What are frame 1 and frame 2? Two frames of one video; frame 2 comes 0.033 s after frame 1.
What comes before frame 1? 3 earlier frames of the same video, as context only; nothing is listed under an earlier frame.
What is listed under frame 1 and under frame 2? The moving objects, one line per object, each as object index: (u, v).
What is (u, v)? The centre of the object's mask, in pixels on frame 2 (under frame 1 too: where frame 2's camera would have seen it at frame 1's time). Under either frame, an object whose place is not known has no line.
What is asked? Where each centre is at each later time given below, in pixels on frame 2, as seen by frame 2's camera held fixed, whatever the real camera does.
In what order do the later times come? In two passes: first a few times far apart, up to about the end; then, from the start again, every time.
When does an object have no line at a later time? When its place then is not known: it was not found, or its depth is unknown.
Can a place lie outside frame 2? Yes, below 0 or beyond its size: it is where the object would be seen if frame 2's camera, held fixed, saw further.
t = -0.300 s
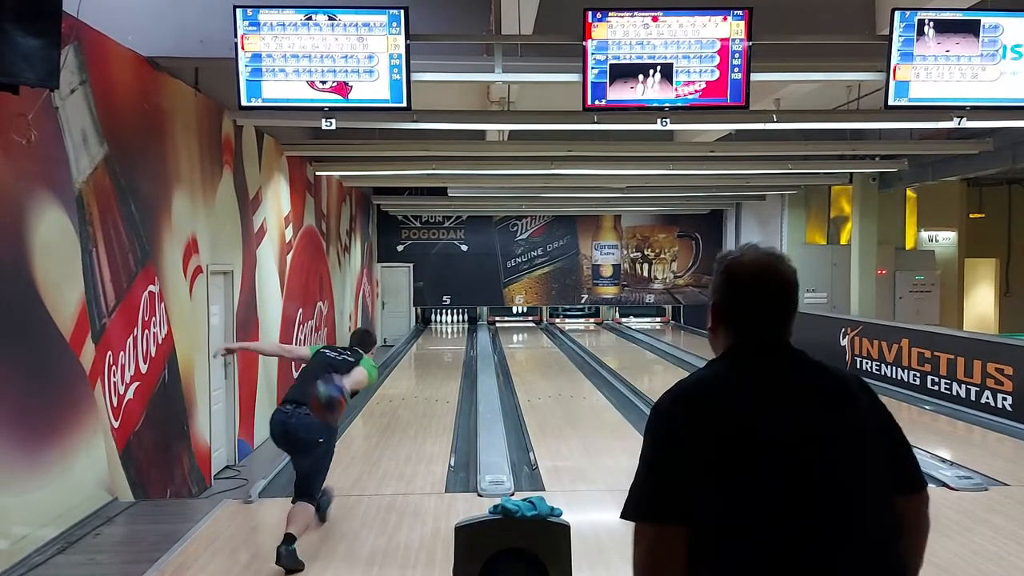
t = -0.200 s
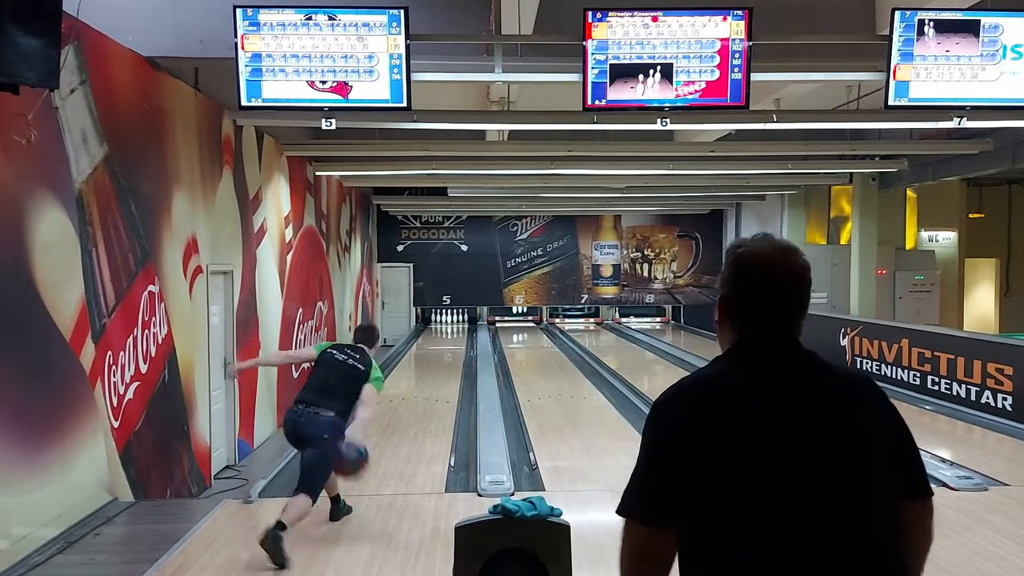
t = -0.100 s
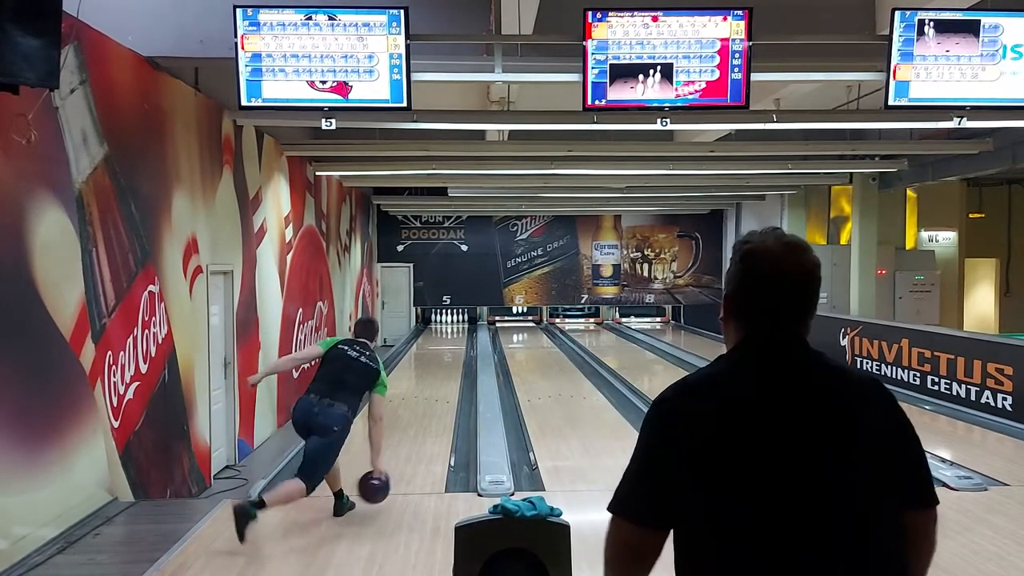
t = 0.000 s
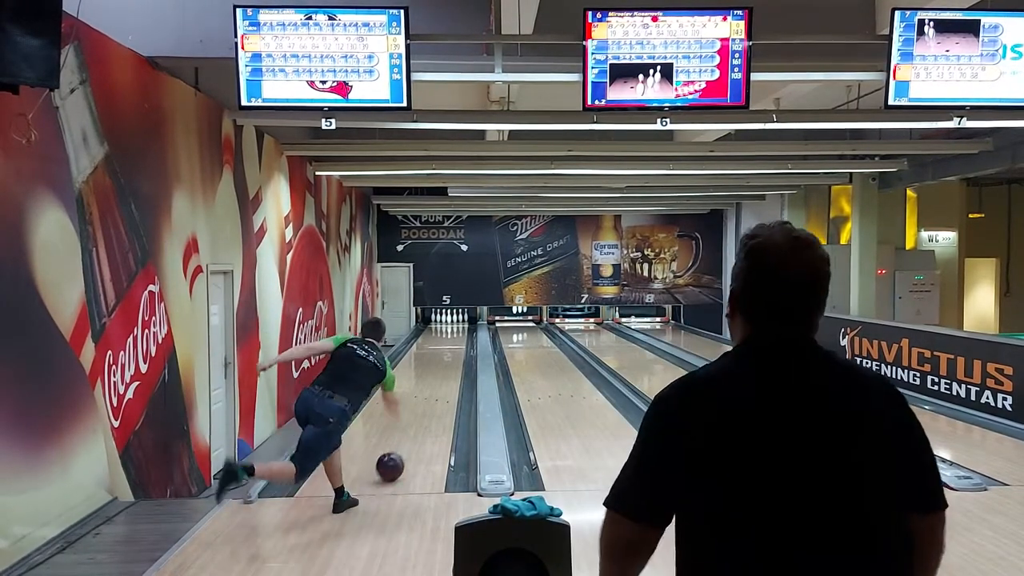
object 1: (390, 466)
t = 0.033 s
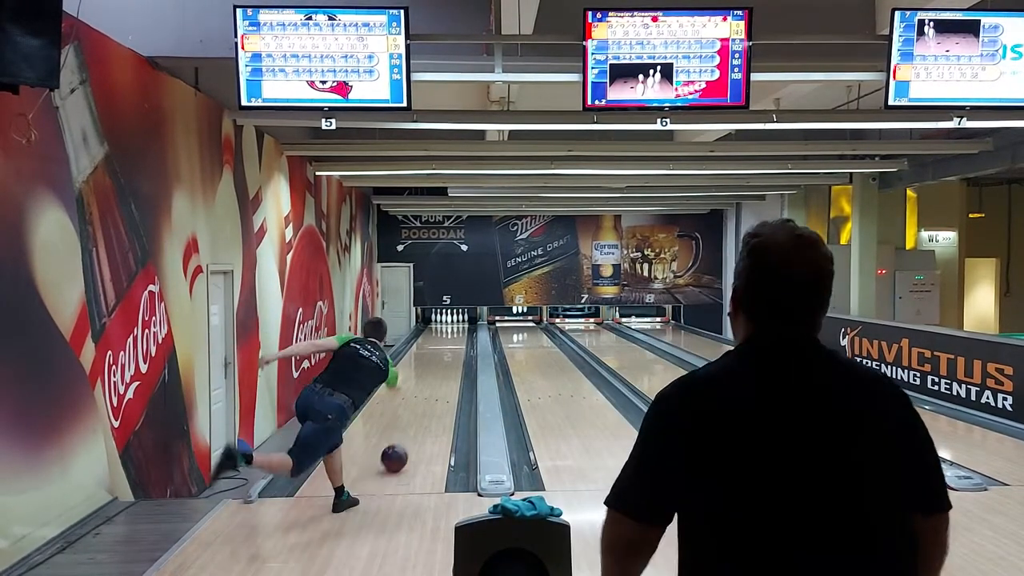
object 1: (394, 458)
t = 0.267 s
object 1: (415, 413)
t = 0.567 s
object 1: (431, 378)
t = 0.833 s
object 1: (440, 359)
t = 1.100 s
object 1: (447, 345)
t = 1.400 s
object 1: (451, 334)
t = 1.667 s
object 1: (453, 327)
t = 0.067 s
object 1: (398, 450)
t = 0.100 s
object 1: (401, 442)
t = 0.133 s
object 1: (405, 436)
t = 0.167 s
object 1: (408, 429)
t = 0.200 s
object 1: (410, 423)
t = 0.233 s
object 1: (413, 418)
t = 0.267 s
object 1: (415, 413)
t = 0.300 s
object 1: (418, 408)
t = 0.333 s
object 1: (420, 404)
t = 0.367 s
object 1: (422, 399)
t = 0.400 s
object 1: (423, 395)
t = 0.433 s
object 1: (425, 391)
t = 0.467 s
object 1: (427, 388)
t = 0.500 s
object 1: (428, 389)
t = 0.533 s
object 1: (432, 379)
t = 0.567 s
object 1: (431, 378)
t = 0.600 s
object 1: (432, 375)
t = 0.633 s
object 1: (433, 373)
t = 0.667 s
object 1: (435, 370)
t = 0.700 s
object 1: (436, 367)
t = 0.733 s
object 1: (437, 365)
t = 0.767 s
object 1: (438, 363)
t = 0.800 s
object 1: (439, 361)
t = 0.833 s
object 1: (440, 359)
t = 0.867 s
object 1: (441, 357)
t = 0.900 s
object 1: (441, 355)
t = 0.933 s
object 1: (442, 353)
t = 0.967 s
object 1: (443, 351)
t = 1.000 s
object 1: (444, 350)
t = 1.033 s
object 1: (445, 348)
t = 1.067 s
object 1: (446, 346)
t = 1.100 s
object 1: (447, 345)
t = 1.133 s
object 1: (447, 344)
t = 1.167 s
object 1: (448, 343)
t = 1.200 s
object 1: (448, 341)
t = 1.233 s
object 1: (449, 340)
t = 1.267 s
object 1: (449, 339)
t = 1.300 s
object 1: (450, 338)
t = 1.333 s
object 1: (450, 336)
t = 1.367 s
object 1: (451, 335)
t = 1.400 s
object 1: (451, 334)
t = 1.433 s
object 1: (451, 333)
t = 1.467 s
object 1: (451, 332)
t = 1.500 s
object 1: (452, 331)
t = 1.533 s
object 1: (452, 330)
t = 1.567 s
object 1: (452, 329)
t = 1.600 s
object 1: (453, 328)
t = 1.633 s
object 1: (453, 327)
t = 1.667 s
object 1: (453, 327)
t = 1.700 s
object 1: (453, 326)
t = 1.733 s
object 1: (454, 325)
